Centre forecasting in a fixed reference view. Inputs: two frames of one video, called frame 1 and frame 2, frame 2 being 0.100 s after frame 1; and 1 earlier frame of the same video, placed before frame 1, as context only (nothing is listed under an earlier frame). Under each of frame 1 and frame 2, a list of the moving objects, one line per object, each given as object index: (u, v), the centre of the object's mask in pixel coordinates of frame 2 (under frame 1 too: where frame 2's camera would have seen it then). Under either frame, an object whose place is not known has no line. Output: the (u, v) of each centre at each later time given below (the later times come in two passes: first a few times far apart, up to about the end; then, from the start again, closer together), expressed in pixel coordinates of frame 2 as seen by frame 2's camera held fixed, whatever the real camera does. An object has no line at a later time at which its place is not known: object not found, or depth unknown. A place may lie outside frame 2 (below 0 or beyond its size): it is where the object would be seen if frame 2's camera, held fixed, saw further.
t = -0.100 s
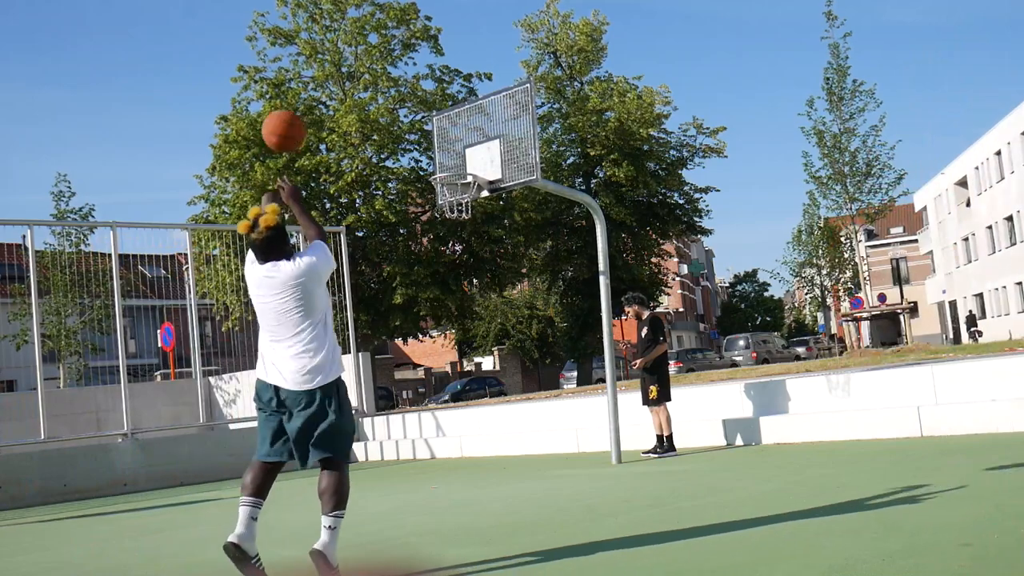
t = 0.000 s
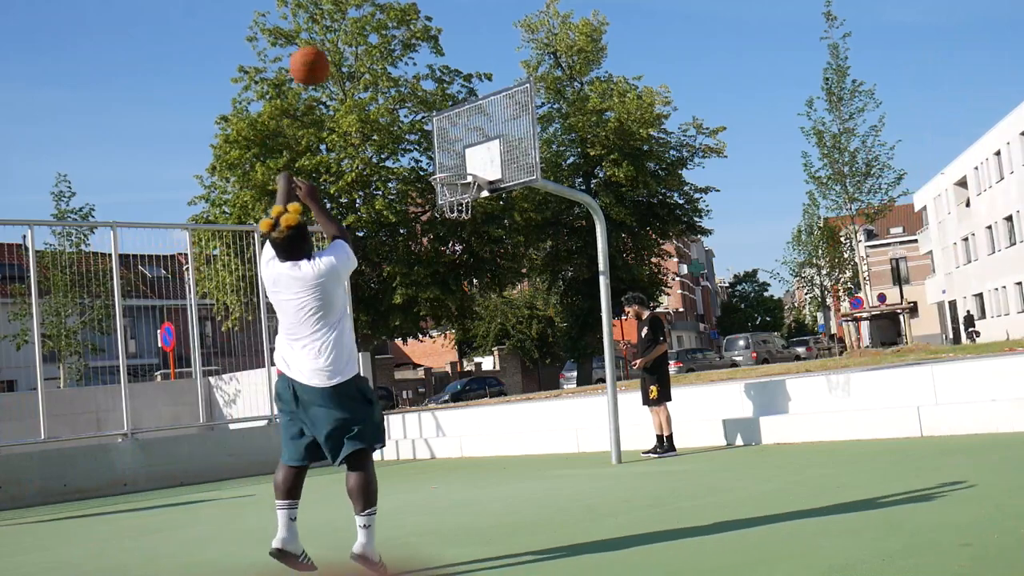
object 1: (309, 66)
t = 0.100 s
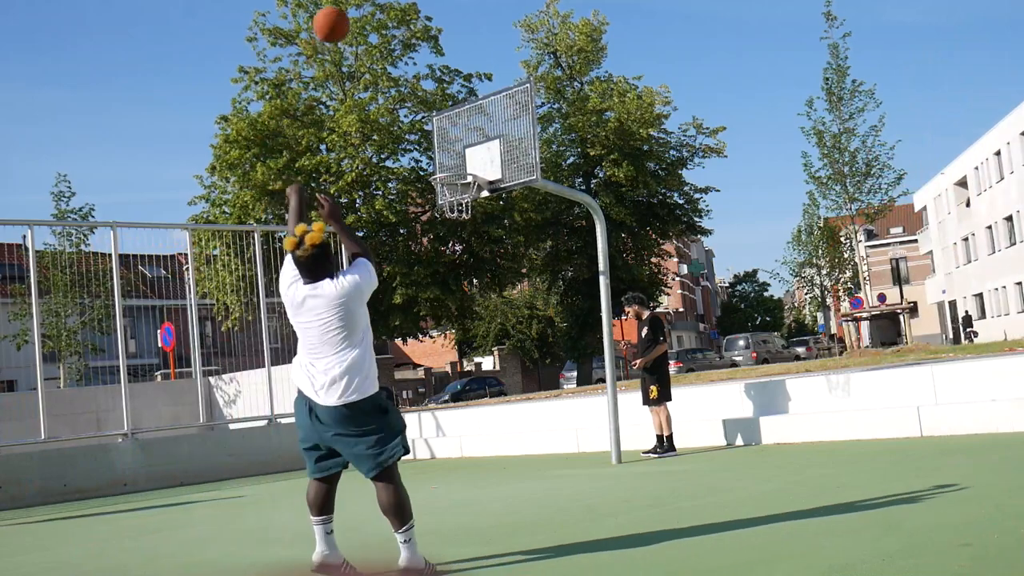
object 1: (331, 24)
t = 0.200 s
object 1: (350, 8)
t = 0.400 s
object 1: (385, 6)
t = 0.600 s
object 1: (415, 36)
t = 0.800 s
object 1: (442, 107)
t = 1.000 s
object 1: (459, 192)
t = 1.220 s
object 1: (448, 200)
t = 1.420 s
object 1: (453, 213)
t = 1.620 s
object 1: (461, 258)
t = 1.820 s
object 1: (472, 344)
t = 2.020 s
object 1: (488, 474)
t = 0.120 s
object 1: (335, 18)
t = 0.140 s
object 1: (339, 15)
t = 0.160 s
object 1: (342, 12)
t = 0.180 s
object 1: (347, 10)
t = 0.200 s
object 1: (350, 8)
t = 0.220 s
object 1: (354, 6)
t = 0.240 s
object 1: (358, 5)
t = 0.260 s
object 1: (362, 5)
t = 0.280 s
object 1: (364, 4)
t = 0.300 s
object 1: (368, 4)
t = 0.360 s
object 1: (378, 4)
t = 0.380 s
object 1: (381, 5)
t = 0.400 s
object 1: (385, 6)
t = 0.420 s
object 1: (388, 6)
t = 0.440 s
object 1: (391, 8)
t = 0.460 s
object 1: (394, 9)
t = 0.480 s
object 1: (397, 12)
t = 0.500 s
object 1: (400, 13)
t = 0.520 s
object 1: (403, 17)
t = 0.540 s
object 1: (407, 21)
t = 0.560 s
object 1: (409, 26)
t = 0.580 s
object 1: (412, 30)
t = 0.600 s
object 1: (415, 36)
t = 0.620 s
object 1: (417, 42)
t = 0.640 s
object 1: (421, 47)
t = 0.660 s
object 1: (423, 54)
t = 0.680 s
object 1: (426, 61)
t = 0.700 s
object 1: (429, 68)
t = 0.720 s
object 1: (432, 75)
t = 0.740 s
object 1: (435, 83)
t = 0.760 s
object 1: (437, 91)
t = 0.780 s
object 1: (440, 99)
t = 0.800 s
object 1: (442, 107)
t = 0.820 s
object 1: (445, 115)
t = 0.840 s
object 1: (448, 124)
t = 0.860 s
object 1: (451, 133)
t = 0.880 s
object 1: (453, 143)
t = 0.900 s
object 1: (456, 152)
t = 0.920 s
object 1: (459, 161)
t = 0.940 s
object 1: (461, 172)
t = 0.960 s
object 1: (462, 181)
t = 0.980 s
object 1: (461, 187)
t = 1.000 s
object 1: (459, 192)
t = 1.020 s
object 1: (457, 194)
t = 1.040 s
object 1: (454, 196)
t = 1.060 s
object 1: (453, 197)
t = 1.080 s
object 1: (449, 195)
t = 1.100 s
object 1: (451, 197)
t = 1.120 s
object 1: (450, 199)
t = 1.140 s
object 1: (449, 198)
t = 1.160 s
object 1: (448, 199)
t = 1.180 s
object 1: (449, 199)
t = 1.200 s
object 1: (448, 200)
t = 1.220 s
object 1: (448, 200)
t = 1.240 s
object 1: (448, 200)
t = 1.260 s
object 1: (448, 202)
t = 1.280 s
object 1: (449, 202)
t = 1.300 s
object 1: (449, 203)
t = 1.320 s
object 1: (450, 204)
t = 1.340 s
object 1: (451, 206)
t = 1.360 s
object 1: (451, 207)
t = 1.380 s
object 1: (451, 209)
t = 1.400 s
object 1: (452, 210)
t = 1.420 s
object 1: (453, 213)
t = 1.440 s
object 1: (454, 216)
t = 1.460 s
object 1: (455, 218)
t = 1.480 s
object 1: (456, 223)
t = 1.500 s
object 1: (456, 227)
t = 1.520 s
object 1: (457, 230)
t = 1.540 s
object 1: (457, 235)
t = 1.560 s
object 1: (458, 240)
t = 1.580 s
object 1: (459, 246)
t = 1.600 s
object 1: (460, 252)
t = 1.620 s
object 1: (461, 258)
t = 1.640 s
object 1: (462, 265)
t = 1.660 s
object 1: (463, 272)
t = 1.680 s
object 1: (464, 280)
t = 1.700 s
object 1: (465, 288)
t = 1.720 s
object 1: (466, 296)
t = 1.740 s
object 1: (467, 304)
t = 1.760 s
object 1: (467, 314)
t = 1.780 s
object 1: (470, 324)
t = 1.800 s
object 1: (470, 333)
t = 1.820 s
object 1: (472, 344)
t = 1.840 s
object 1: (474, 355)
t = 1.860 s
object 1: (475, 366)
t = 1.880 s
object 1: (476, 378)
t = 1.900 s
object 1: (477, 391)
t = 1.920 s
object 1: (480, 403)
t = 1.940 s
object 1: (481, 416)
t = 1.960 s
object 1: (483, 430)
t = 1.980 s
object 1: (484, 445)
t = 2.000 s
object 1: (486, 460)
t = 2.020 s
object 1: (488, 474)
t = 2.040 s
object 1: (488, 472)
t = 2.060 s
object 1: (487, 460)
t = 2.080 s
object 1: (486, 448)
